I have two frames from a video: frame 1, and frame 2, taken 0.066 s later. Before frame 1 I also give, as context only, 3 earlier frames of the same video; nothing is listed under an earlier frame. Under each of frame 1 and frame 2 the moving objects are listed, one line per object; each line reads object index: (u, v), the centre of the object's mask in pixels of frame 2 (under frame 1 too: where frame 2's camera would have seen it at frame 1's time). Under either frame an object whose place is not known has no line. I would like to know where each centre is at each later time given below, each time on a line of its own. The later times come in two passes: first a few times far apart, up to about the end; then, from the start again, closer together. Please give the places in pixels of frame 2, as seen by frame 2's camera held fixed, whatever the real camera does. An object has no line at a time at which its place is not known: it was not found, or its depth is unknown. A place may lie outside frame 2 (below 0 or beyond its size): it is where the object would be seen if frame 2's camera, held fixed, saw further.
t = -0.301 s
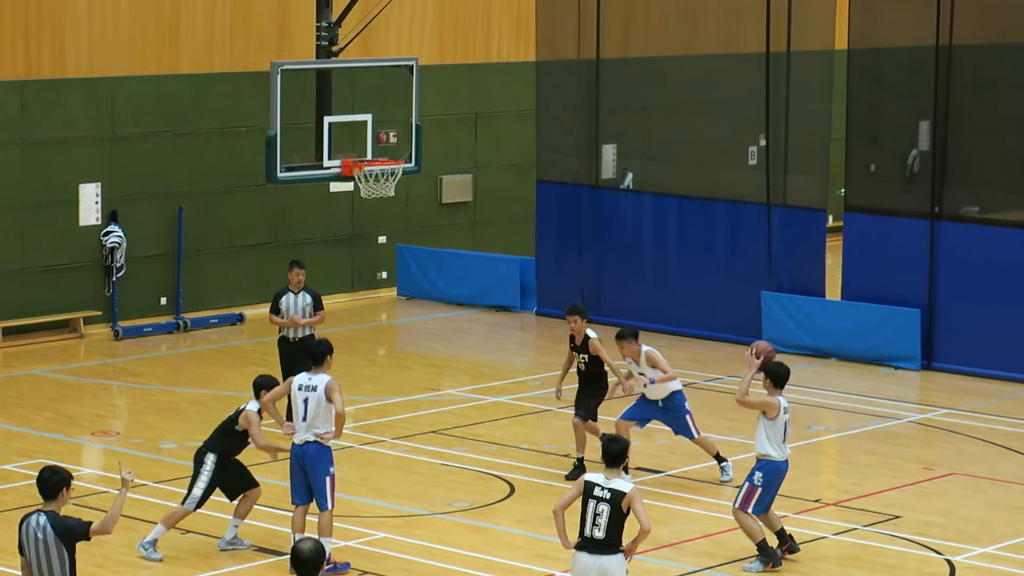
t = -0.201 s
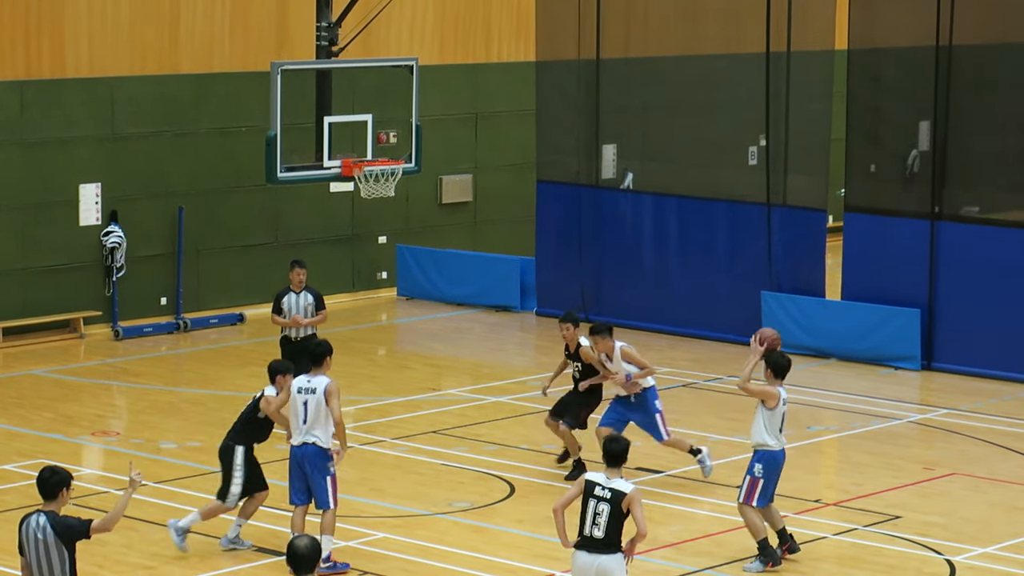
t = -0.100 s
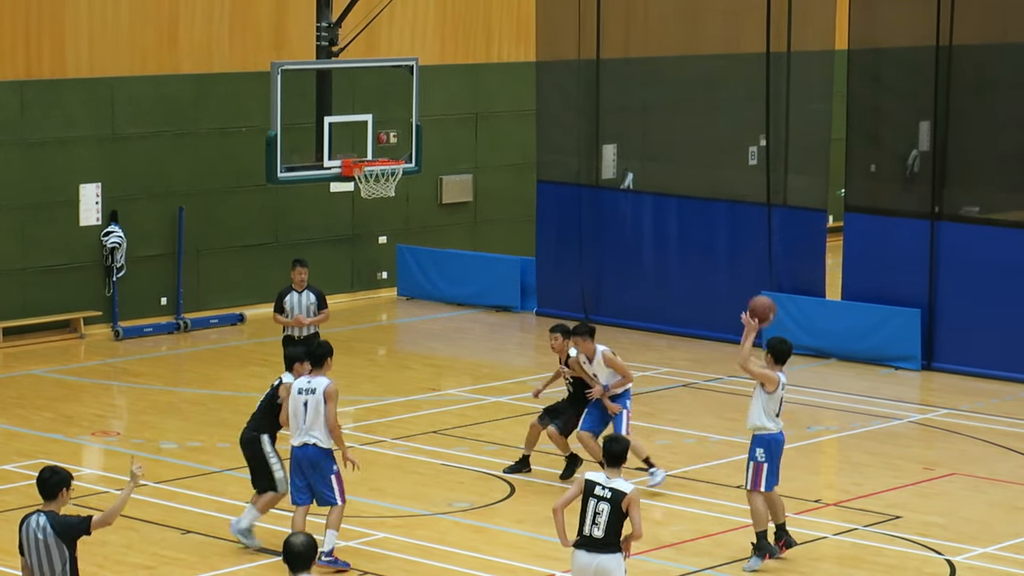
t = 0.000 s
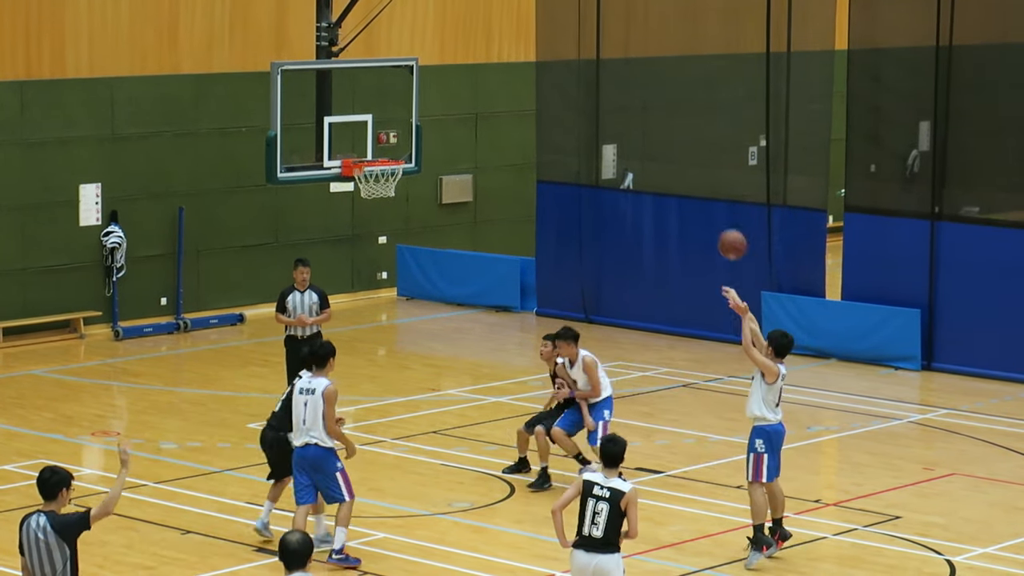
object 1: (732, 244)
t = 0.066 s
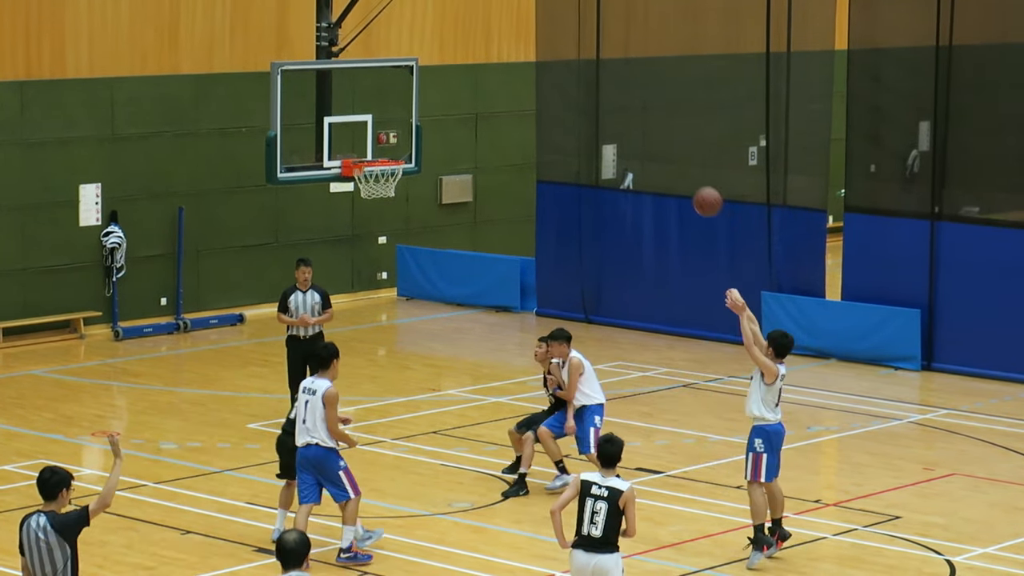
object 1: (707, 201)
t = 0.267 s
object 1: (636, 104)
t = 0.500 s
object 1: (554, 52)
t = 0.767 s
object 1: (464, 68)
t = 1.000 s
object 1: (391, 141)
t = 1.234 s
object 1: (356, 209)
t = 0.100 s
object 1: (695, 181)
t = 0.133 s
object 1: (683, 164)
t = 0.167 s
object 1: (670, 147)
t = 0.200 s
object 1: (658, 132)
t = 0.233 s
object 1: (647, 117)
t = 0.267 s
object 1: (636, 104)
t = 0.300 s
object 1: (624, 94)
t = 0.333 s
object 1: (612, 84)
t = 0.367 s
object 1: (600, 75)
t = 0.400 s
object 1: (589, 68)
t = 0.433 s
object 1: (577, 61)
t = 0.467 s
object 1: (565, 56)
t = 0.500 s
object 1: (554, 52)
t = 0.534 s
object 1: (542, 50)
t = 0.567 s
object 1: (531, 49)
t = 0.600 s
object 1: (520, 49)
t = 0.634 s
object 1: (509, 50)
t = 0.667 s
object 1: (498, 52)
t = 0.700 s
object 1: (487, 56)
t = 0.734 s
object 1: (476, 61)
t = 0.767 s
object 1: (464, 68)
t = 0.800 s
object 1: (454, 75)
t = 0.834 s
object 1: (444, 83)
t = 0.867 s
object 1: (433, 92)
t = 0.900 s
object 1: (423, 103)
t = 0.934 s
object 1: (412, 115)
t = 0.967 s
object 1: (402, 128)
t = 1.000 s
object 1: (391, 141)
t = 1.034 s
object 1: (382, 153)
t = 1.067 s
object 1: (372, 174)
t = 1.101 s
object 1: (367, 182)
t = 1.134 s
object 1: (363, 187)
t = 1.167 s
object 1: (360, 192)
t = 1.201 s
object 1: (358, 201)
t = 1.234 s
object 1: (356, 209)
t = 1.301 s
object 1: (351, 229)
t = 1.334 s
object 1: (349, 241)
